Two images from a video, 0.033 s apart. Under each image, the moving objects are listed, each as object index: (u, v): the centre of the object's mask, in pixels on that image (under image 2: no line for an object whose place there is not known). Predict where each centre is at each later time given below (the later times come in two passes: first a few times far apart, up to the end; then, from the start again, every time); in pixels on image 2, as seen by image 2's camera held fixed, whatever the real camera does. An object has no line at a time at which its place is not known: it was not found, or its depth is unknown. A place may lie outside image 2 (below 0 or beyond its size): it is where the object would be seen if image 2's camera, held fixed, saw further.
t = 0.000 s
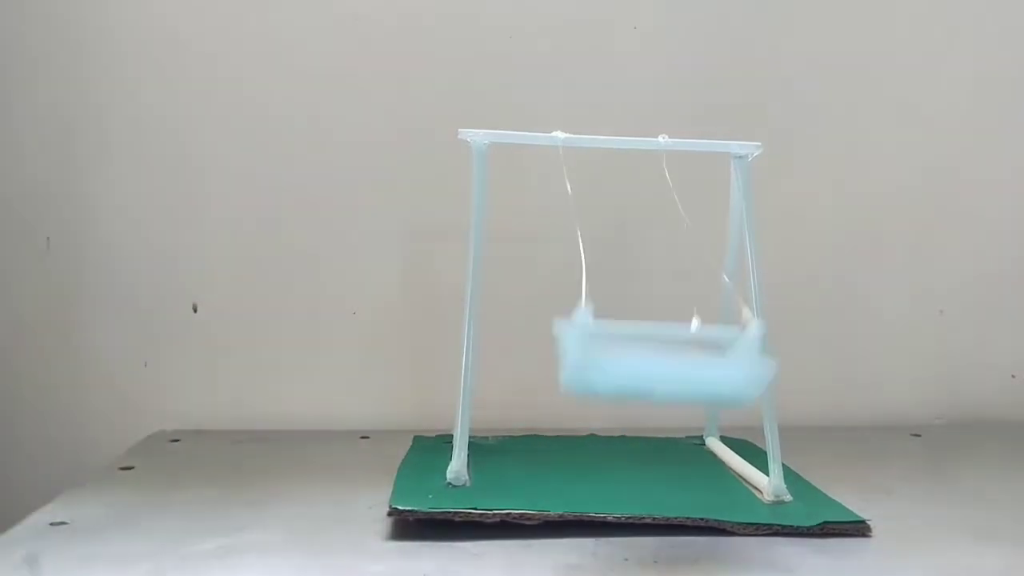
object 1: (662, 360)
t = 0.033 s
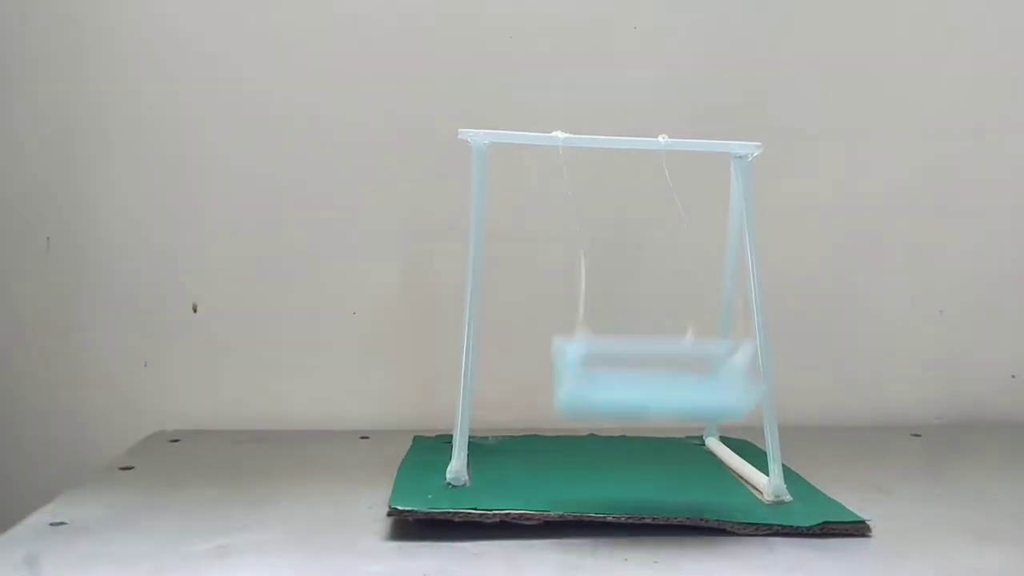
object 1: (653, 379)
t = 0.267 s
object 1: (573, 337)
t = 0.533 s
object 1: (638, 368)
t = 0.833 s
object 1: (595, 347)
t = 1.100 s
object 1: (633, 379)
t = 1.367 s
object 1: (584, 365)
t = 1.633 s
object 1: (631, 392)
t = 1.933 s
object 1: (599, 372)
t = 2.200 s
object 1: (615, 390)
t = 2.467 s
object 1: (600, 380)
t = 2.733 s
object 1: (620, 396)
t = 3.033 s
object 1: (596, 385)
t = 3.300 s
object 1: (613, 396)
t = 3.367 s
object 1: (618, 393)
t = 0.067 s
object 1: (637, 393)
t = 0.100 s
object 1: (619, 396)
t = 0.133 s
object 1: (596, 387)
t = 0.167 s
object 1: (581, 369)
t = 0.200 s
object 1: (575, 349)
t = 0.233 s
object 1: (572, 338)
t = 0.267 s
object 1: (573, 337)
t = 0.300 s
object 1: (580, 346)
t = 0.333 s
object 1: (590, 364)
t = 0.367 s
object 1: (605, 383)
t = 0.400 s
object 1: (621, 394)
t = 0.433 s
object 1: (632, 394)
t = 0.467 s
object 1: (640, 387)
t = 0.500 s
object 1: (641, 375)
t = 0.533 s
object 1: (638, 368)
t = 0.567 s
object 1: (632, 369)
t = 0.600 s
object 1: (623, 377)
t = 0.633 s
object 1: (616, 389)
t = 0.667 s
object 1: (611, 396)
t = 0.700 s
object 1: (606, 393)
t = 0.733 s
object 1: (602, 382)
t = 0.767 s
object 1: (598, 366)
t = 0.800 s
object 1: (596, 353)
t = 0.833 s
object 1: (595, 347)
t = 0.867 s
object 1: (594, 350)
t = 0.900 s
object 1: (594, 361)
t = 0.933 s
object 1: (597, 378)
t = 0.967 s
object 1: (600, 390)
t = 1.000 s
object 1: (607, 395)
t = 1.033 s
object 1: (615, 394)
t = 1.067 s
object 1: (624, 386)
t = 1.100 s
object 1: (633, 379)
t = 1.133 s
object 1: (638, 377)
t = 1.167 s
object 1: (639, 380)
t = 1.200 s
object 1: (636, 388)
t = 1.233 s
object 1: (626, 395)
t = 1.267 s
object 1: (615, 395)
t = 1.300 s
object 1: (602, 389)
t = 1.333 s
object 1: (592, 379)
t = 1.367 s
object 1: (584, 365)
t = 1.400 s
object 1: (583, 357)
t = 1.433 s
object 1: (583, 356)
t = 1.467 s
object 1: (586, 363)
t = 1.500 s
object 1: (594, 375)
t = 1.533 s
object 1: (603, 387)
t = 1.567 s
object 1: (616, 394)
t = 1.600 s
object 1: (625, 395)
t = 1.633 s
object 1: (631, 392)
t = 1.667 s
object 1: (634, 387)
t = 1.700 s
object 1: (632, 384)
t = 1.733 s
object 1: (627, 384)
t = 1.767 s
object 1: (620, 388)
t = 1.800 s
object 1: (611, 394)
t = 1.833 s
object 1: (606, 396)
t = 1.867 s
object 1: (602, 393)
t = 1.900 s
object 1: (599, 386)
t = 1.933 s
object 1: (599, 372)
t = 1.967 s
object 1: (598, 364)
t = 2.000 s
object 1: (600, 364)
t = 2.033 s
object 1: (600, 372)
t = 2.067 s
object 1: (602, 384)
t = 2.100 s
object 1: (604, 392)
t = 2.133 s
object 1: (608, 395)
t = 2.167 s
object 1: (612, 394)
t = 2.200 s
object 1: (615, 390)
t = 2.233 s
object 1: (620, 388)
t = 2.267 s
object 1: (623, 387)
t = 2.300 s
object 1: (625, 390)
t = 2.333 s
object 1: (625, 393)
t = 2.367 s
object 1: (622, 396)
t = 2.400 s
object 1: (617, 395)
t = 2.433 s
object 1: (608, 389)
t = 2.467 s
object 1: (600, 380)
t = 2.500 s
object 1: (594, 371)
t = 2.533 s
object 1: (591, 367)
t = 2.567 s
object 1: (589, 367)
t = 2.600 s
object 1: (589, 373)
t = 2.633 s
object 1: (593, 383)
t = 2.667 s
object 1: (600, 390)
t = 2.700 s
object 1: (611, 395)
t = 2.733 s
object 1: (620, 396)
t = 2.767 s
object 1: (626, 394)
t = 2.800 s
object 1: (630, 391)
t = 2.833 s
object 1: (630, 390)
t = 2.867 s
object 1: (627, 391)
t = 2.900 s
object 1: (622, 394)
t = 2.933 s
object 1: (616, 395)
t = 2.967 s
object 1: (607, 395)
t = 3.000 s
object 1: (600, 392)
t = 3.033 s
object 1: (596, 385)
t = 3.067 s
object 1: (596, 375)
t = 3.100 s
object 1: (595, 371)
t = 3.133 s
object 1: (595, 370)
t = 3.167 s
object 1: (597, 374)
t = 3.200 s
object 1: (601, 381)
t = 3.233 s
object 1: (604, 390)
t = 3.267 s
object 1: (610, 395)
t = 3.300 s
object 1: (613, 396)
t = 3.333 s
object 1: (615, 395)
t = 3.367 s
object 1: (618, 393)
